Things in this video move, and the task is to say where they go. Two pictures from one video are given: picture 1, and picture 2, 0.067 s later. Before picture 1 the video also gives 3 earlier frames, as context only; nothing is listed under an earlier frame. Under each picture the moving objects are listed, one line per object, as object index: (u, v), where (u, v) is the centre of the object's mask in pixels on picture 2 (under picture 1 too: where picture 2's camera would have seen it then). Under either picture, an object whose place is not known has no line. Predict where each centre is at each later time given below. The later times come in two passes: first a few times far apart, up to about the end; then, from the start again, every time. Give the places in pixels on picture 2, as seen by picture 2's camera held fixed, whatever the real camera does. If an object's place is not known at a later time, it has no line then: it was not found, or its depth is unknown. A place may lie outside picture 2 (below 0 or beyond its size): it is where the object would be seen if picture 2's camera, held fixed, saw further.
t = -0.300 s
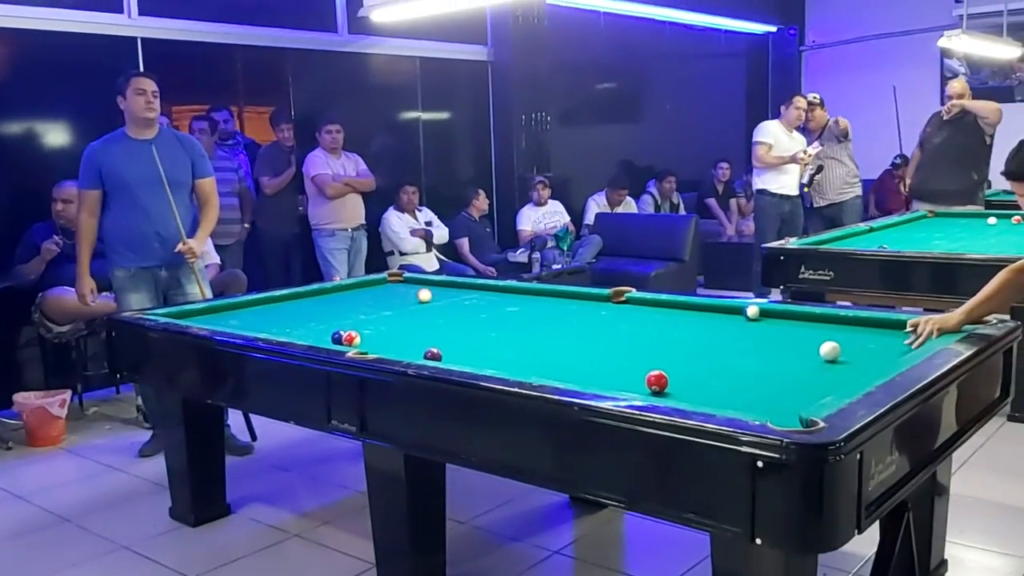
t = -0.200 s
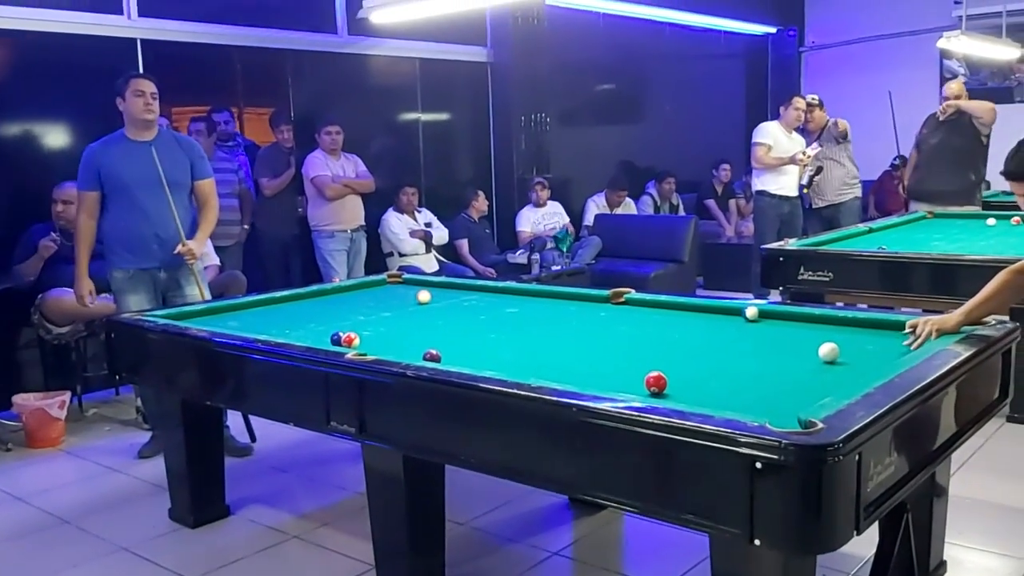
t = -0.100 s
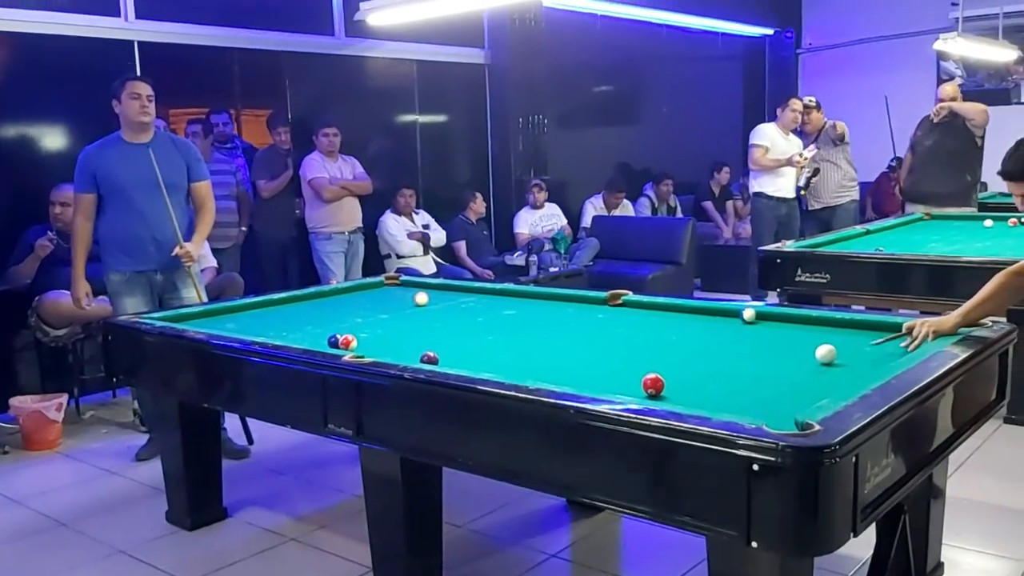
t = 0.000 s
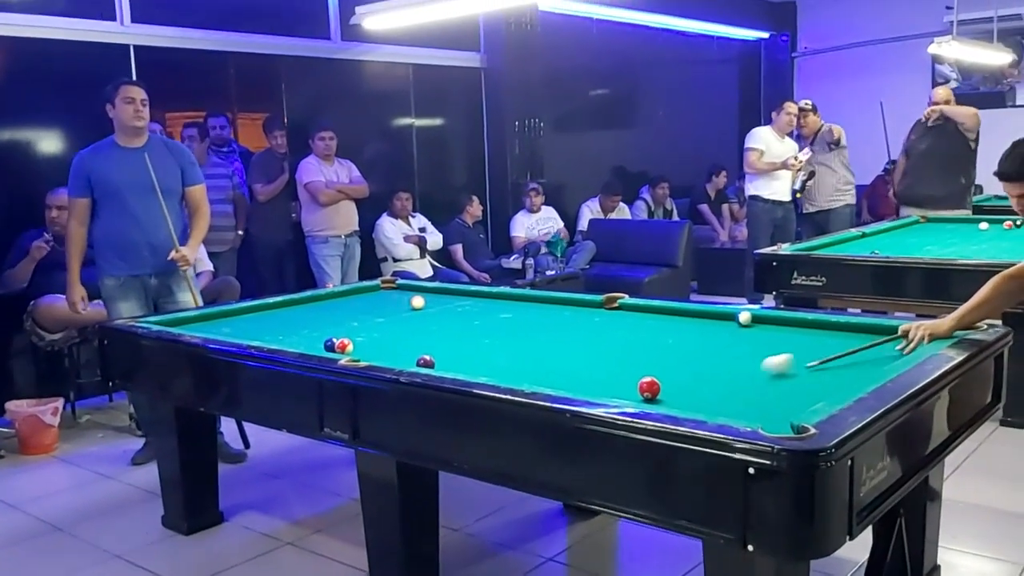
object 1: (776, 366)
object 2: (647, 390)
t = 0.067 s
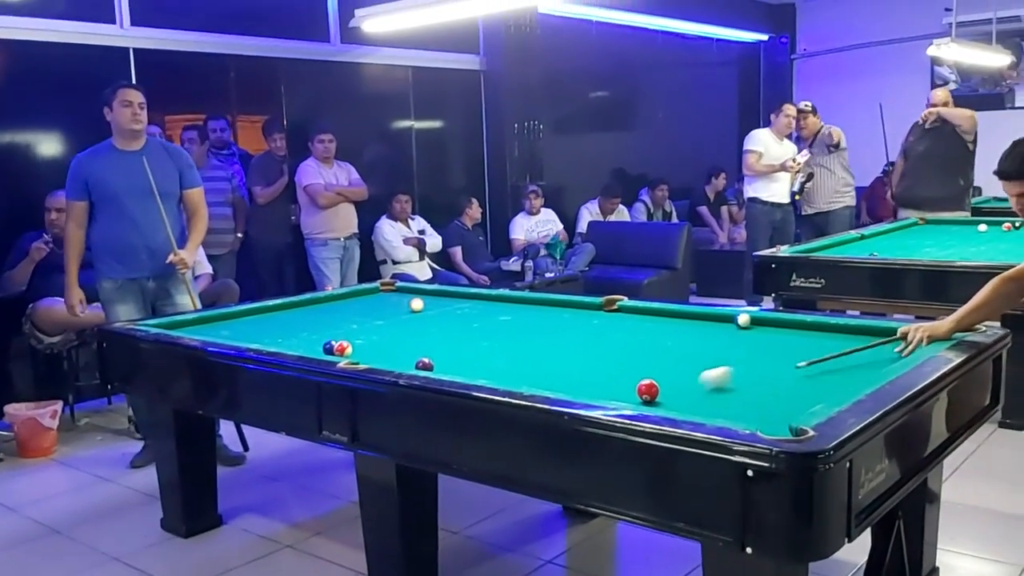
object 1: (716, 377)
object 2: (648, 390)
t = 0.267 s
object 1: (683, 392)
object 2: (589, 385)
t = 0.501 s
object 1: (708, 399)
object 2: (609, 354)
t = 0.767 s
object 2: (624, 329)
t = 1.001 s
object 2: (634, 312)
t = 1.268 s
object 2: (597, 315)
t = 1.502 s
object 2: (557, 322)
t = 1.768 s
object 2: (510, 330)
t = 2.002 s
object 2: (467, 338)
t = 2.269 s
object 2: (417, 346)
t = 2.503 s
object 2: (373, 353)
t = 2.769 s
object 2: (346, 350)
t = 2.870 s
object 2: (354, 352)
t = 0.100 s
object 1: (686, 383)
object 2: (648, 390)
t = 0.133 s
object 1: (668, 388)
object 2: (634, 390)
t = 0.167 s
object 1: (671, 390)
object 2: (603, 391)
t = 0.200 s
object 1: (675, 391)
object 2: (582, 391)
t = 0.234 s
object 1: (679, 392)
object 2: (586, 388)
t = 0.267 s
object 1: (683, 392)
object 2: (589, 385)
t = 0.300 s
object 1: (687, 394)
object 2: (593, 380)
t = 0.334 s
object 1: (690, 394)
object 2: (595, 375)
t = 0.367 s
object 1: (694, 395)
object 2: (598, 371)
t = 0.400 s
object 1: (698, 397)
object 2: (601, 366)
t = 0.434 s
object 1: (701, 398)
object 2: (604, 363)
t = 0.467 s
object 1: (704, 398)
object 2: (606, 359)
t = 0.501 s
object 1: (708, 399)
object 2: (609, 354)
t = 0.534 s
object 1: (711, 400)
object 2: (611, 351)
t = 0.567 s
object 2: (612, 348)
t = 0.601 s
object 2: (615, 344)
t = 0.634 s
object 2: (617, 341)
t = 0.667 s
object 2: (618, 338)
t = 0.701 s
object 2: (620, 335)
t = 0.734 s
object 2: (622, 332)
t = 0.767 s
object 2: (624, 329)
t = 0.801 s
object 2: (625, 326)
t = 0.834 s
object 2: (627, 324)
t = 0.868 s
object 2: (628, 322)
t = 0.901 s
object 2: (630, 319)
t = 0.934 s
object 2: (631, 317)
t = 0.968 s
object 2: (633, 314)
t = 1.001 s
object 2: (634, 312)
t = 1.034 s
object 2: (635, 310)
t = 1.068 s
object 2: (632, 309)
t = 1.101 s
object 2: (626, 310)
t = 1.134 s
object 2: (621, 311)
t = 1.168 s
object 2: (615, 313)
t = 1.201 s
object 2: (609, 313)
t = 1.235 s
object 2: (603, 315)
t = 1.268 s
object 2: (597, 315)
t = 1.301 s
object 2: (592, 316)
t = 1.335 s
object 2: (586, 317)
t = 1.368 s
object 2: (581, 318)
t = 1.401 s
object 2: (575, 319)
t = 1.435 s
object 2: (569, 320)
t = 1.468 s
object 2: (563, 321)
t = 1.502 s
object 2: (557, 322)
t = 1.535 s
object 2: (551, 323)
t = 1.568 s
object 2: (545, 324)
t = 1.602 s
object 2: (540, 325)
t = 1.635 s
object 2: (534, 326)
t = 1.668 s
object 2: (528, 327)
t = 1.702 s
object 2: (522, 328)
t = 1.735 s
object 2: (516, 329)
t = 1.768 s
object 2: (510, 330)
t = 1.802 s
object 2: (504, 331)
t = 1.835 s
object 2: (498, 332)
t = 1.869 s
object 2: (492, 333)
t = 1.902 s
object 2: (486, 334)
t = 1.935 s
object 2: (479, 335)
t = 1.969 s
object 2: (473, 336)
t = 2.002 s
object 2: (467, 338)
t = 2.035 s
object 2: (461, 338)
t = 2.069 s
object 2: (455, 339)
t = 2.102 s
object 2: (448, 341)
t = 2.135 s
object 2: (442, 342)
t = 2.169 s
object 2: (436, 343)
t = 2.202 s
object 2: (430, 344)
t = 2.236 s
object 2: (424, 345)
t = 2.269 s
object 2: (417, 346)
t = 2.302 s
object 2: (411, 347)
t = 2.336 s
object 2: (405, 348)
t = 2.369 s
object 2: (398, 349)
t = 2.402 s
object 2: (392, 350)
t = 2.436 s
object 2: (385, 351)
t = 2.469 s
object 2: (379, 352)
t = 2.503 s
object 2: (373, 353)
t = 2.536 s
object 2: (367, 354)
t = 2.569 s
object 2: (361, 354)
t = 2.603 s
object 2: (355, 353)
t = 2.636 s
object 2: (348, 353)
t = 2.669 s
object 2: (344, 350)
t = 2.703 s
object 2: (344, 350)
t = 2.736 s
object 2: (345, 350)
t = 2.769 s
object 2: (346, 350)
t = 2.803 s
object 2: (349, 352)
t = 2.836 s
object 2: (353, 353)
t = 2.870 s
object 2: (354, 352)
